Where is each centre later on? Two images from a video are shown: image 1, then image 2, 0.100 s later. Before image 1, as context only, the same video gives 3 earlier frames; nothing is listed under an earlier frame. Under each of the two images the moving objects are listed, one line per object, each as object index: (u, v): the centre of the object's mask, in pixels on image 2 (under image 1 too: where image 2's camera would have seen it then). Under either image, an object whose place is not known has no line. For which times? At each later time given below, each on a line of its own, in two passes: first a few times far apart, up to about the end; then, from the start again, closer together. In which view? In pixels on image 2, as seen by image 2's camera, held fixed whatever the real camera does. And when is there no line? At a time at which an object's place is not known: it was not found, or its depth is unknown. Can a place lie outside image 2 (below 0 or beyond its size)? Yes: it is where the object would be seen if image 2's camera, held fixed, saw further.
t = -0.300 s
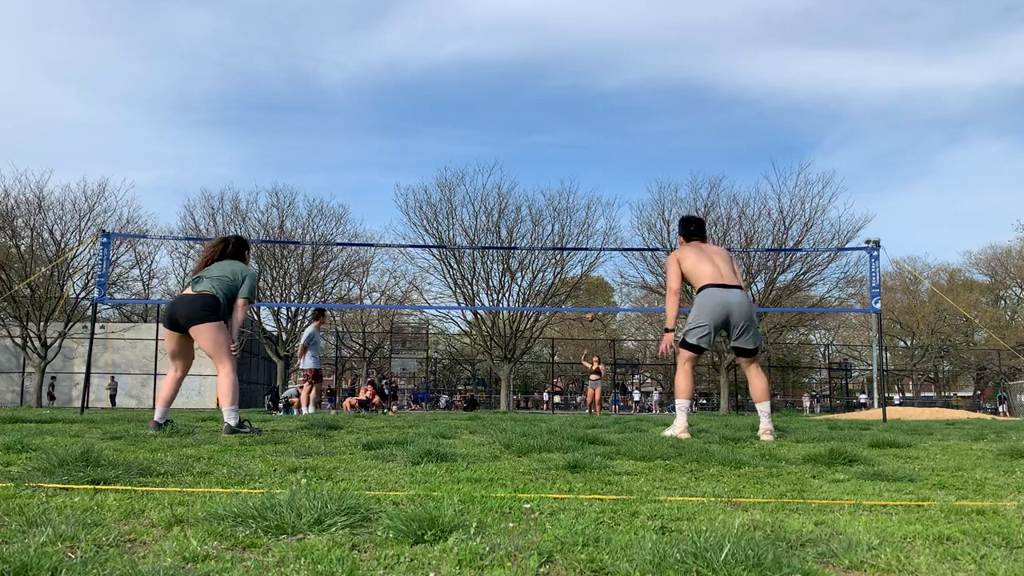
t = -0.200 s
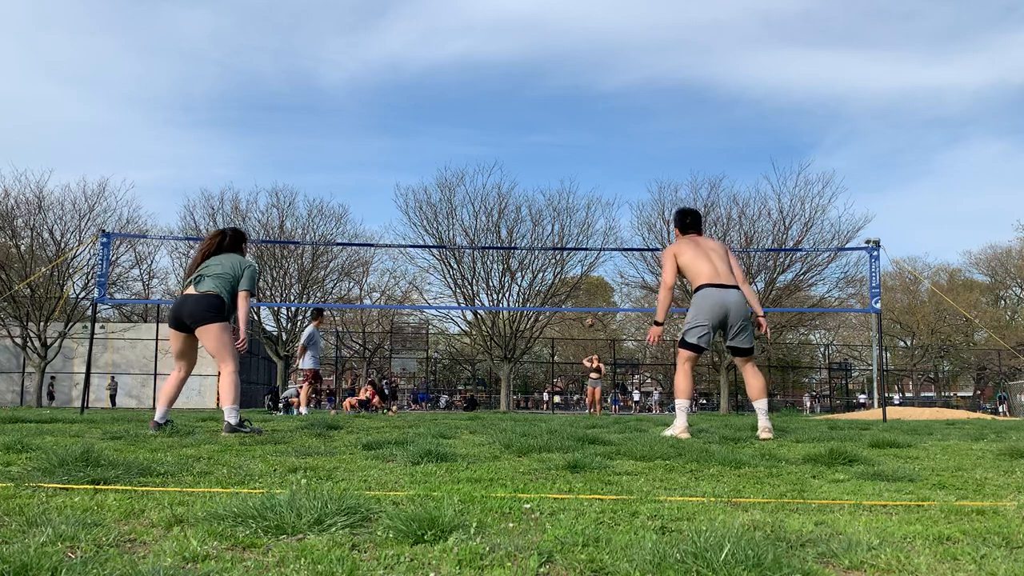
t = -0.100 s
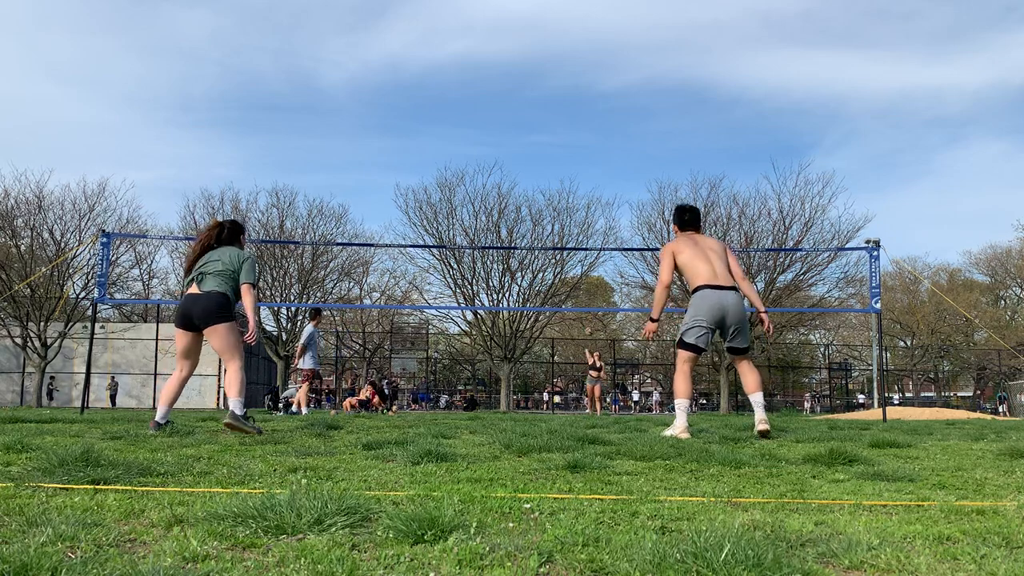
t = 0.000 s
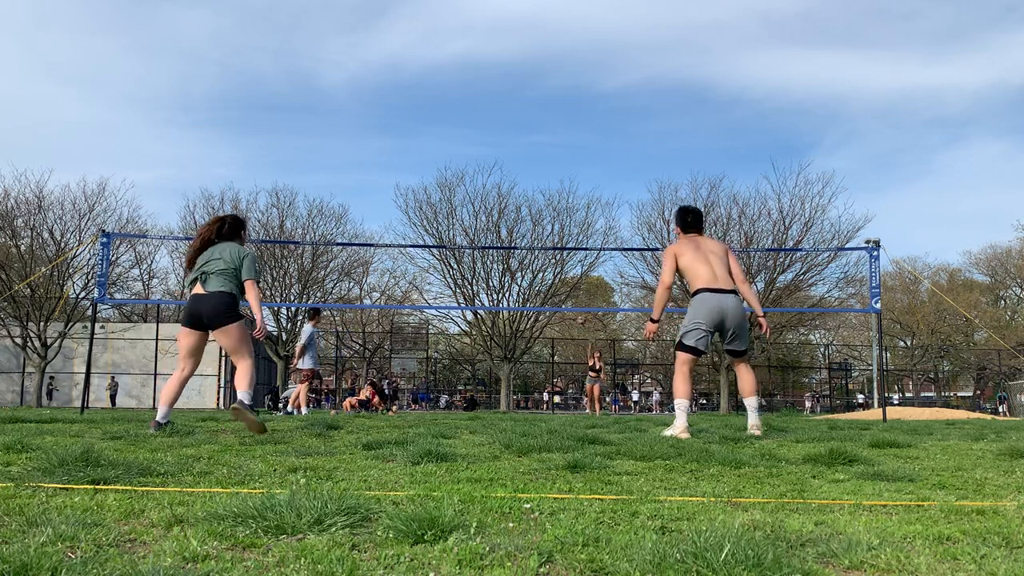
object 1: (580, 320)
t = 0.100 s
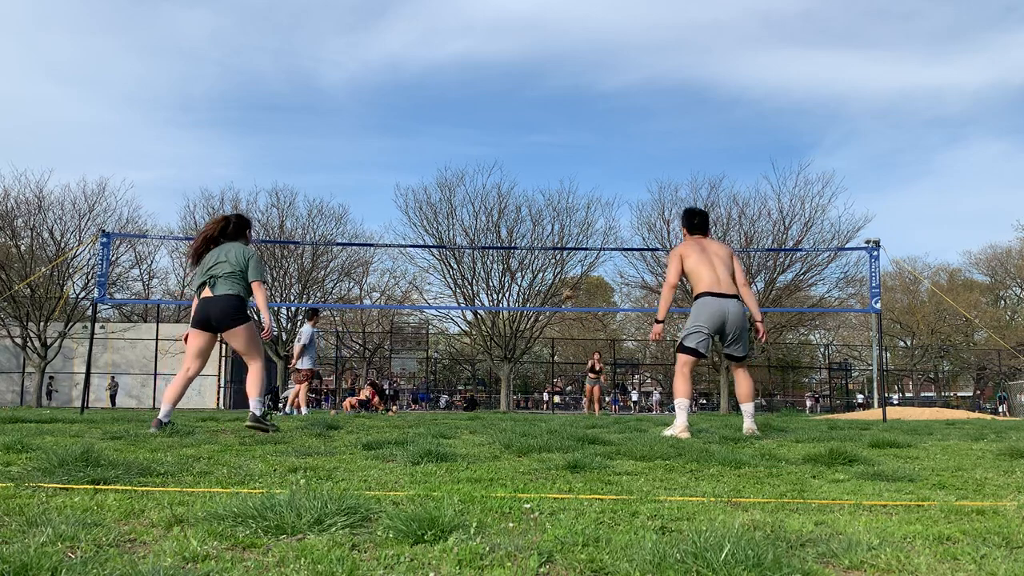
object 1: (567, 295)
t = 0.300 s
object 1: (532, 248)
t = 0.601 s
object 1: (456, 201)
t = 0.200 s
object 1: (552, 270)
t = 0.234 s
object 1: (546, 262)
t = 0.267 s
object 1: (539, 254)
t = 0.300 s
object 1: (532, 248)
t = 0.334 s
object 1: (526, 241)
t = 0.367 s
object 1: (518, 235)
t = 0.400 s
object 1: (511, 229)
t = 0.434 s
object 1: (503, 223)
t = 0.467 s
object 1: (494, 217)
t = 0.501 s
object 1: (485, 213)
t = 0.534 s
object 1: (476, 209)
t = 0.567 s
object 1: (466, 204)
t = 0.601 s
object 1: (456, 201)
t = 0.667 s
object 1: (434, 194)
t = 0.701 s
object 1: (423, 191)
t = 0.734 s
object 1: (412, 190)
